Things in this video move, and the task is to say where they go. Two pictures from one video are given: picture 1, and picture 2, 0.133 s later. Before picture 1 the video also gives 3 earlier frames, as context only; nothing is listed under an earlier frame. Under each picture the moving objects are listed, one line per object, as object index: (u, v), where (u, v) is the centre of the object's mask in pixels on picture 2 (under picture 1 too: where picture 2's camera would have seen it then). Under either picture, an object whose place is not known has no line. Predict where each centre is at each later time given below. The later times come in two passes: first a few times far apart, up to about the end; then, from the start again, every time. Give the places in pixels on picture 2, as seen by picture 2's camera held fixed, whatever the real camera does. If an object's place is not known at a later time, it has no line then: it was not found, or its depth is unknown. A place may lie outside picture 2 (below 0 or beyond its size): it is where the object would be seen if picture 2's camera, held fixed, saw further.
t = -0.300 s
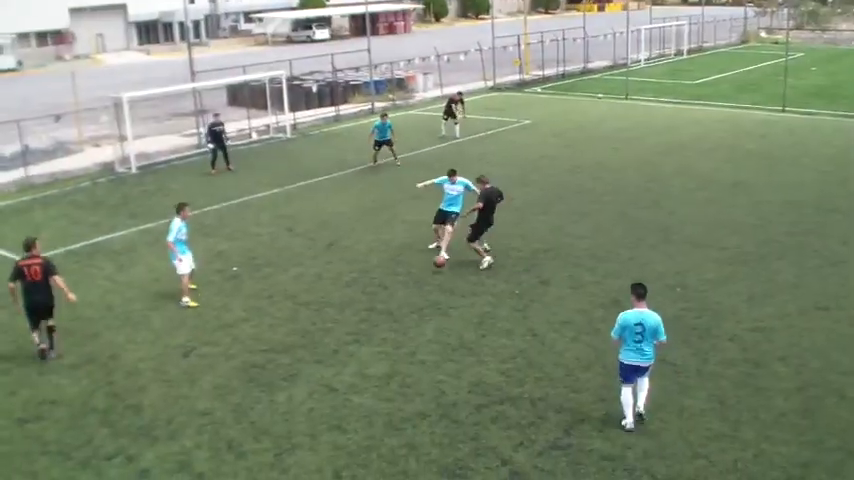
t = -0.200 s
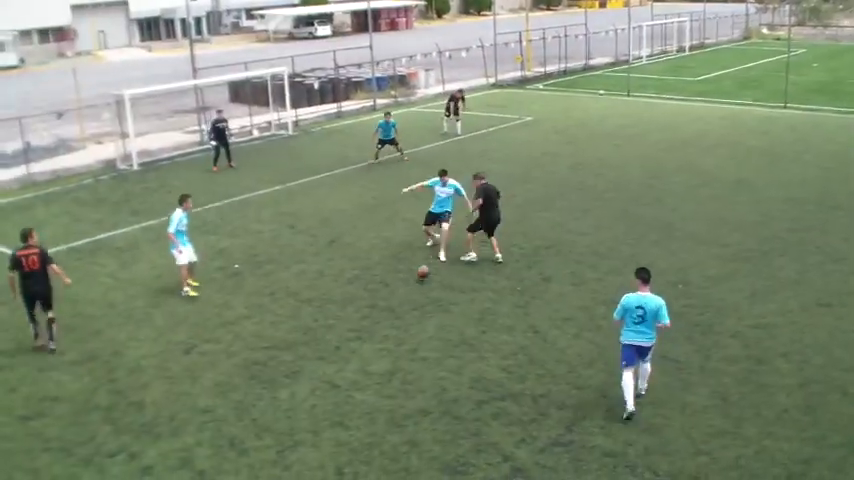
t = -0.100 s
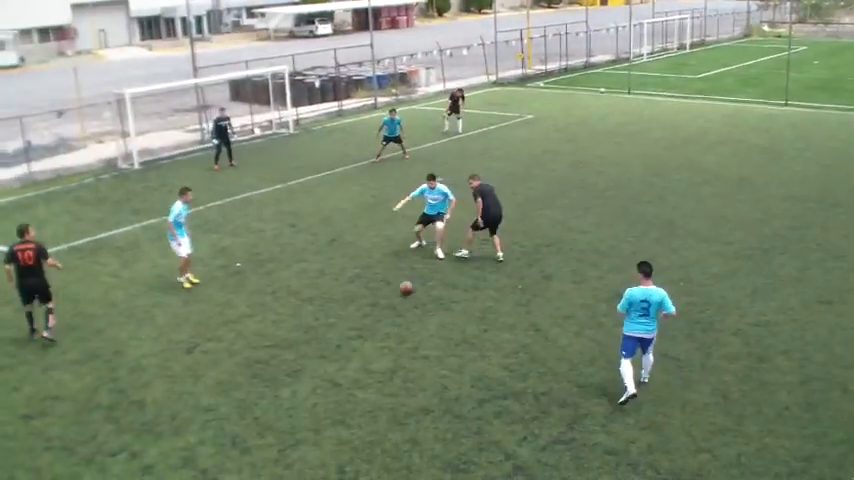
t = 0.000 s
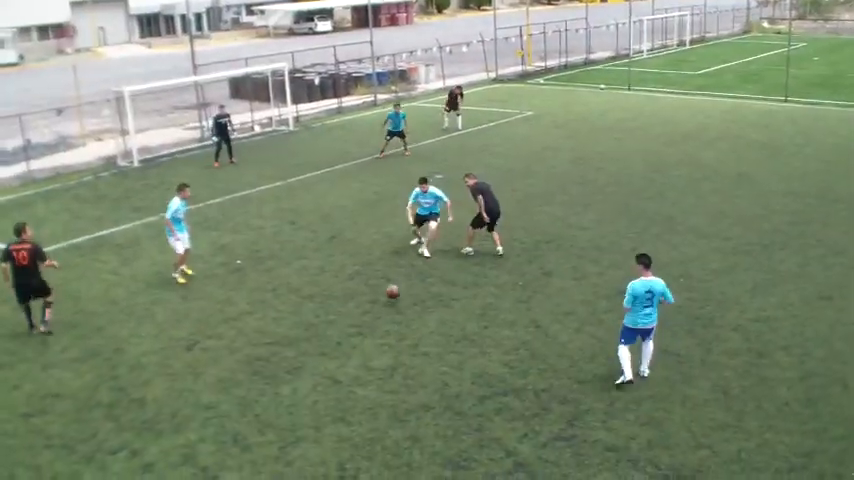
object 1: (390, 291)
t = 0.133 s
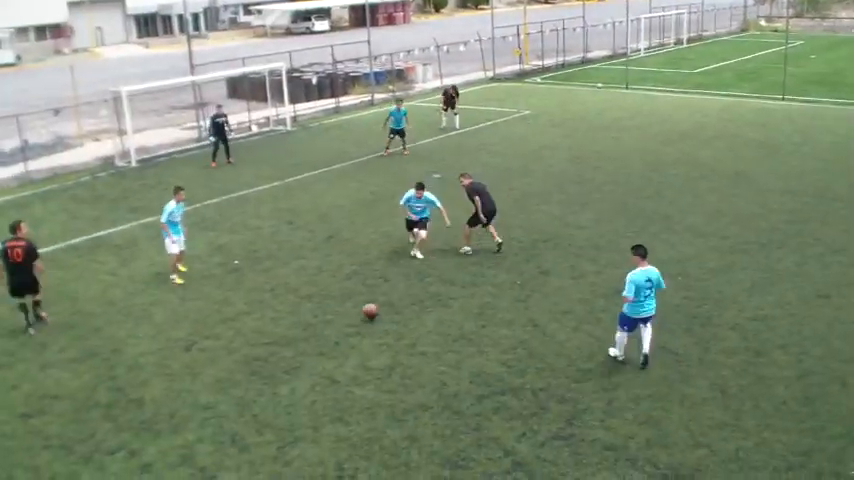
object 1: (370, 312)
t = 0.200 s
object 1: (361, 321)
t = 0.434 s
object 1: (336, 346)
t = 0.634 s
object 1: (311, 371)
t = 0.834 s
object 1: (283, 399)
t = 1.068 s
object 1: (246, 434)
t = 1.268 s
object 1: (212, 465)
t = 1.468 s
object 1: (175, 498)
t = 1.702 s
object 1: (128, 541)
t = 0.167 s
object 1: (364, 319)
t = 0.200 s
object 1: (361, 321)
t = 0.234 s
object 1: (358, 323)
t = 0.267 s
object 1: (355, 326)
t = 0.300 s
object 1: (351, 329)
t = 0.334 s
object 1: (348, 335)
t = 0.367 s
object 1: (343, 339)
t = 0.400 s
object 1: (340, 343)
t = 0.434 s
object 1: (336, 346)
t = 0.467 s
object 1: (332, 349)
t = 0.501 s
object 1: (328, 353)
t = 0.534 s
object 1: (324, 358)
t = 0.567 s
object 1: (320, 364)
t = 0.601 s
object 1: (316, 368)
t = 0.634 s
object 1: (311, 371)
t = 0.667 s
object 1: (306, 376)
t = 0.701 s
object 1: (301, 383)
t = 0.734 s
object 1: (296, 386)
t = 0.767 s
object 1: (292, 389)
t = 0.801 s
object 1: (288, 394)
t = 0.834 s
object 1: (283, 399)
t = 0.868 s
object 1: (278, 404)
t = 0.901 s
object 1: (274, 409)
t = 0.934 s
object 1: (268, 413)
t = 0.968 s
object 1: (262, 419)
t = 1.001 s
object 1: (257, 423)
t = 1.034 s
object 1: (251, 428)
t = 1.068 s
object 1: (246, 434)
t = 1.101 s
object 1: (240, 440)
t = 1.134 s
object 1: (236, 444)
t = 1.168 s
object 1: (231, 448)
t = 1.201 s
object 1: (225, 453)
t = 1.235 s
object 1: (218, 459)
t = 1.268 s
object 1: (212, 465)
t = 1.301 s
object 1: (206, 471)
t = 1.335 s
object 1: (202, 475)
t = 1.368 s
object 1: (196, 481)
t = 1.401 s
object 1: (189, 486)
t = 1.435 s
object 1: (181, 493)
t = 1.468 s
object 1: (175, 498)
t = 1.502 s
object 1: (170, 504)
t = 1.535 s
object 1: (163, 510)
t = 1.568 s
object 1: (157, 516)
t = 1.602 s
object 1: (150, 522)
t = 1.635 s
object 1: (143, 528)
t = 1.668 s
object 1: (135, 535)
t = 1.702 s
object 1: (128, 541)
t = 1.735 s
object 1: (122, 547)
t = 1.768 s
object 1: (114, 554)
